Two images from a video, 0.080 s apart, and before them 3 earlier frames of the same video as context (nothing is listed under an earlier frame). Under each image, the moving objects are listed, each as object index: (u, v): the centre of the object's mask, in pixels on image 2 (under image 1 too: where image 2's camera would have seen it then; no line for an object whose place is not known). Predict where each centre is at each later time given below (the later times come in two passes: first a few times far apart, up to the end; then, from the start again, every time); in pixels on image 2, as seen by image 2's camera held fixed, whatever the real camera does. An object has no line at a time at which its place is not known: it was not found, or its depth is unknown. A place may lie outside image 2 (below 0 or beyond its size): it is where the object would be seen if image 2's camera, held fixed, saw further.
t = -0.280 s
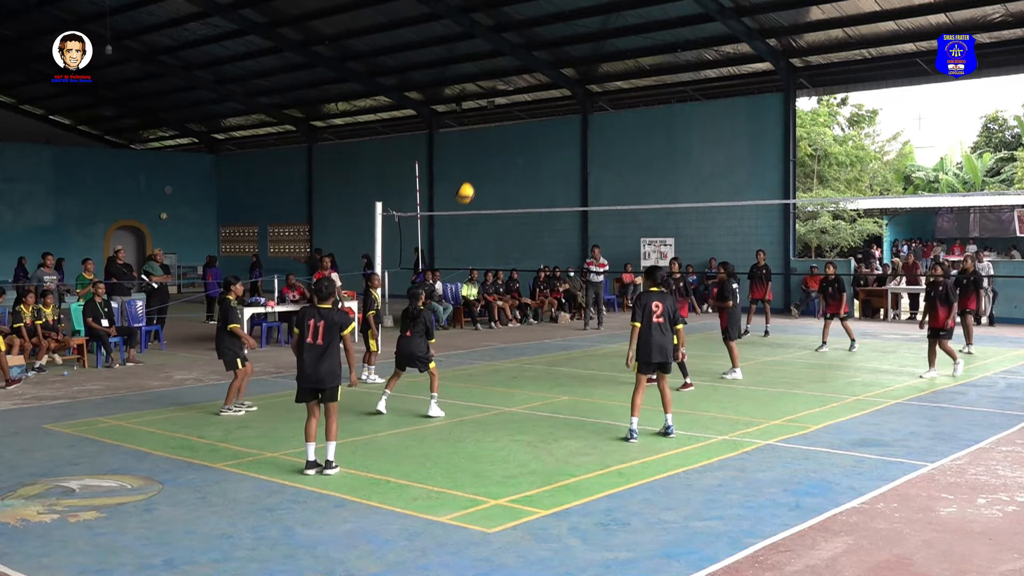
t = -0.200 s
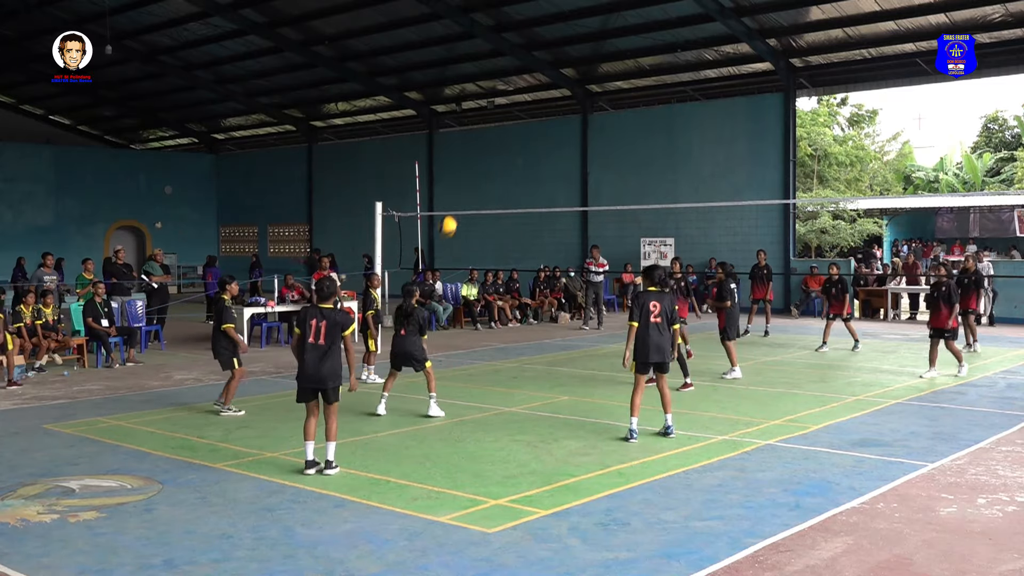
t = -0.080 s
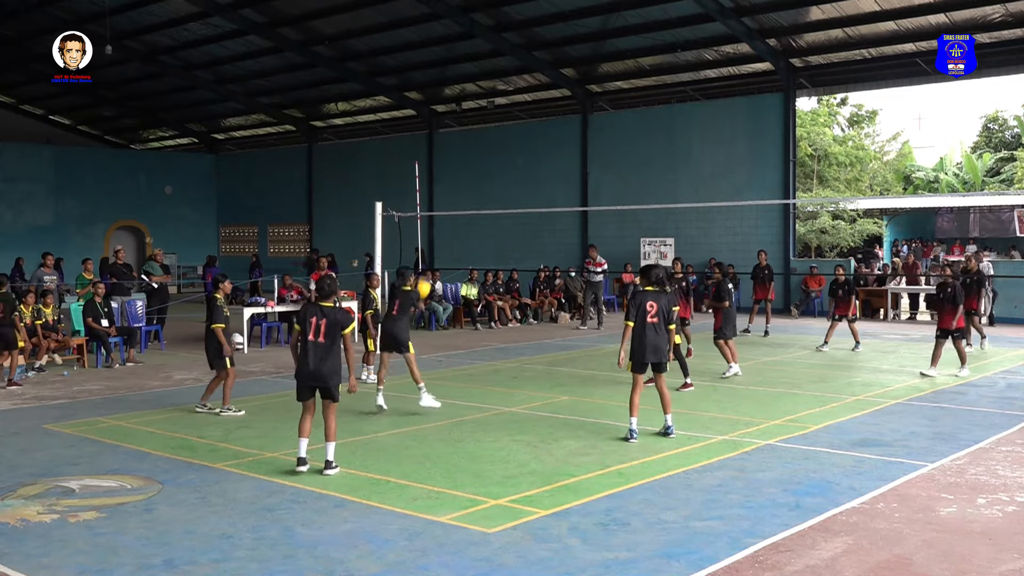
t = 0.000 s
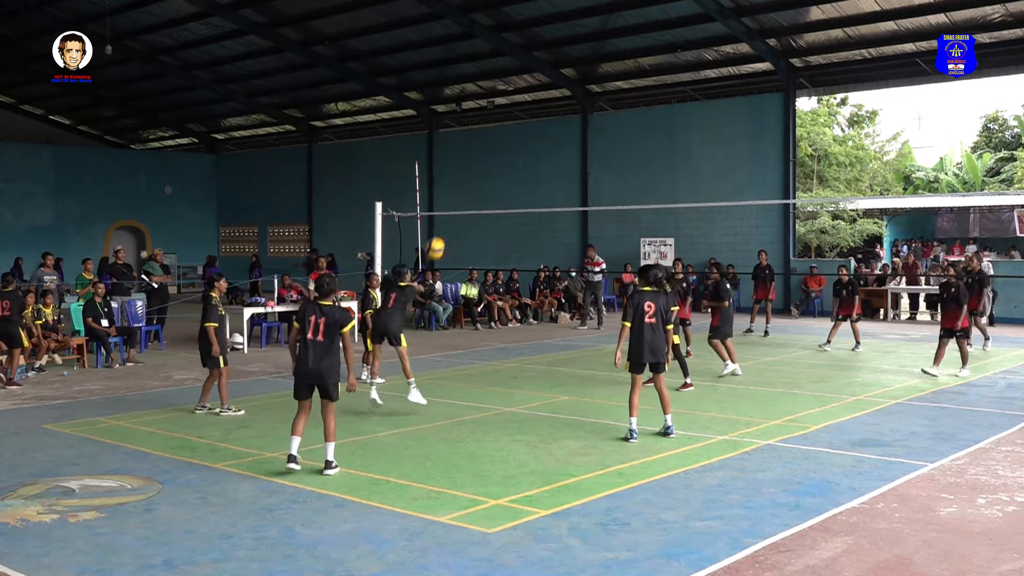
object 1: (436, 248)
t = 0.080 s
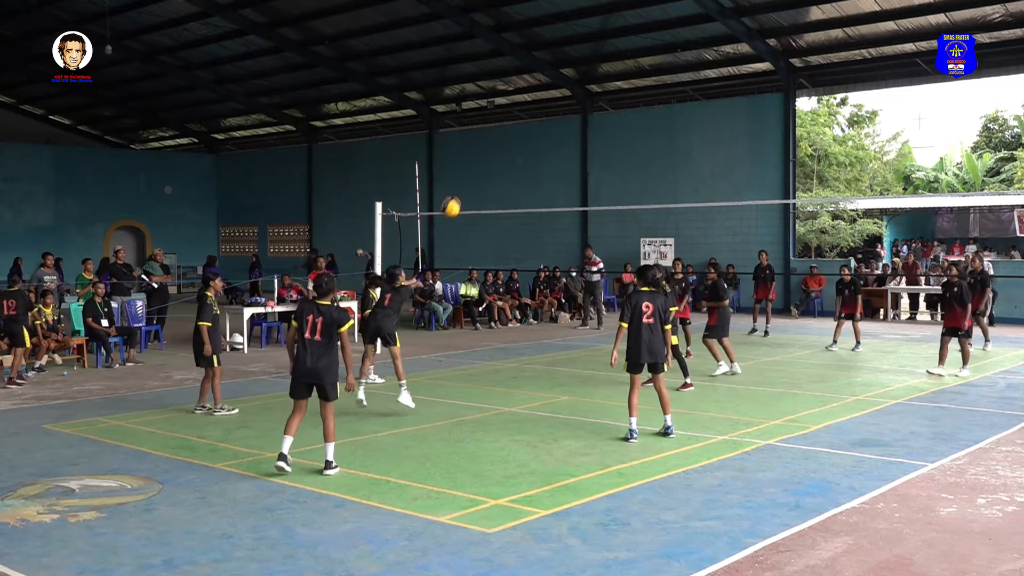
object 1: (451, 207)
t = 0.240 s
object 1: (483, 143)
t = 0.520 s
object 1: (539, 87)
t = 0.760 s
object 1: (586, 97)
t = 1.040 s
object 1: (640, 171)
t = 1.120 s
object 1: (654, 203)
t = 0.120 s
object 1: (459, 189)
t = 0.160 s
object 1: (467, 172)
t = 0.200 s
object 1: (475, 156)
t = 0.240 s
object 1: (483, 143)
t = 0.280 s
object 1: (491, 131)
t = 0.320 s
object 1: (499, 120)
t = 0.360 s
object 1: (507, 111)
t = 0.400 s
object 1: (515, 104)
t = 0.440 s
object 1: (523, 97)
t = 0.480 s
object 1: (531, 92)
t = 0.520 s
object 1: (539, 87)
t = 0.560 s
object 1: (547, 87)
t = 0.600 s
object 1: (555, 86)
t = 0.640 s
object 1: (563, 86)
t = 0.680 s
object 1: (570, 89)
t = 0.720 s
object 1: (579, 92)
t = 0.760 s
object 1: (586, 97)
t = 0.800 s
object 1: (594, 104)
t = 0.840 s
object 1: (601, 111)
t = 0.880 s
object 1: (609, 121)
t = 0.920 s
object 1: (617, 132)
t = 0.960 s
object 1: (625, 143)
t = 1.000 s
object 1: (632, 156)
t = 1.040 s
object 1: (640, 171)
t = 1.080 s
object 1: (647, 186)
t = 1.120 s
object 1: (654, 203)
